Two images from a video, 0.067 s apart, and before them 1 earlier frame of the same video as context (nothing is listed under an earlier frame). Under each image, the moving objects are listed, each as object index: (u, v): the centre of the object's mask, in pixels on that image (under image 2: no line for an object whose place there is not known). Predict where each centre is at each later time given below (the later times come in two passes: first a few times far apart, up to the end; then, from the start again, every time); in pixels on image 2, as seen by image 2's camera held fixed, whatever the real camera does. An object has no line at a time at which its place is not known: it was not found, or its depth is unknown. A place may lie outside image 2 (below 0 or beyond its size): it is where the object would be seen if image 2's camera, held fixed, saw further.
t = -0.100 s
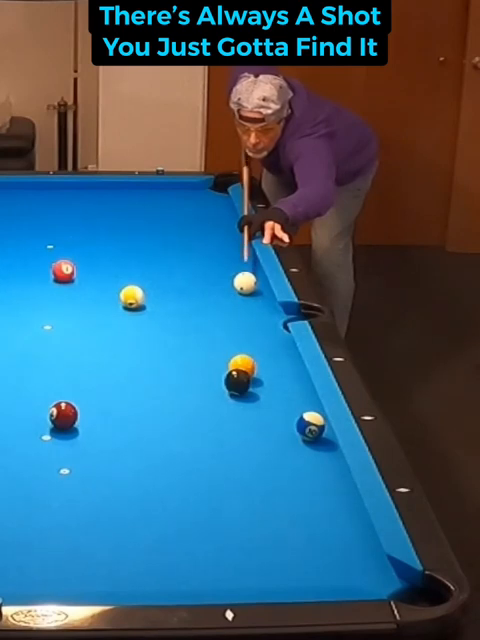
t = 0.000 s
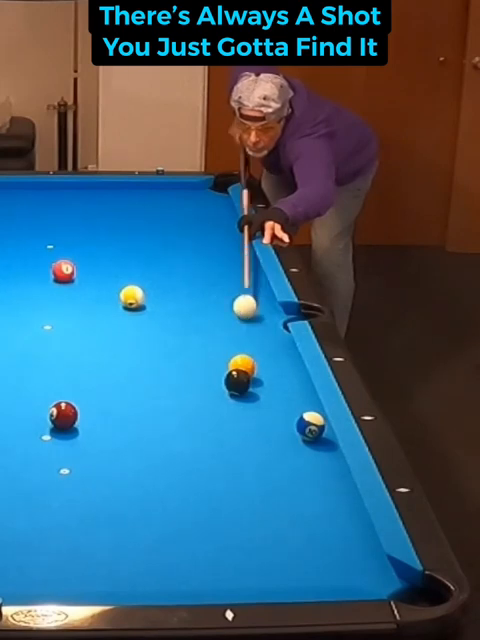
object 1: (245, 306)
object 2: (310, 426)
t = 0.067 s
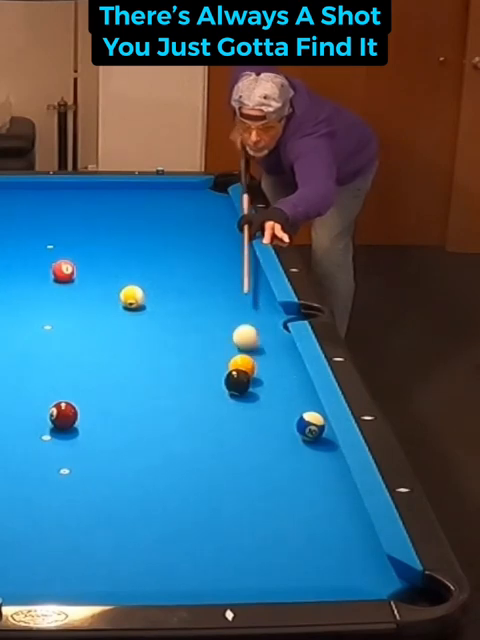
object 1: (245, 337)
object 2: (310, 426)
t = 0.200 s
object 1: (260, 360)
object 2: (310, 426)
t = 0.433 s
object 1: (287, 389)
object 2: (310, 426)
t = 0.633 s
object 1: (308, 411)
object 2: (314, 435)
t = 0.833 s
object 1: (310, 419)
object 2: (323, 459)
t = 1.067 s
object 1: (307, 426)
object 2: (335, 489)
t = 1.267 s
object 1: (304, 431)
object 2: (345, 516)
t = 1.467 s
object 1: (302, 435)
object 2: (357, 545)
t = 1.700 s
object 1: (299, 439)
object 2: (370, 576)
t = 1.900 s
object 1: (297, 441)
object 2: (395, 588)
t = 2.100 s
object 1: (296, 443)
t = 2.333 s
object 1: (295, 444)
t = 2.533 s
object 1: (296, 444)
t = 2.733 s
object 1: (296, 444)
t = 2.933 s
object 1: (296, 444)
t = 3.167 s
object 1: (296, 444)
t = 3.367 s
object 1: (296, 444)
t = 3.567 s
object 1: (296, 444)
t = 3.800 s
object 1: (296, 444)
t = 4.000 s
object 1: (296, 444)
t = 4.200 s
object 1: (296, 444)
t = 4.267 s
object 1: (296, 444)
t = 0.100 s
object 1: (246, 349)
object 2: (310, 426)
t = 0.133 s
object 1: (250, 354)
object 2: (310, 426)
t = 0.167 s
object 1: (256, 357)
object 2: (310, 426)
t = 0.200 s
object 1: (260, 360)
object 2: (310, 426)
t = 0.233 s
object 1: (263, 363)
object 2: (310, 426)
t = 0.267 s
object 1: (267, 367)
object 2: (310, 426)
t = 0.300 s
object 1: (271, 370)
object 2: (310, 426)
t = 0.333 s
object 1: (275, 374)
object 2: (310, 426)
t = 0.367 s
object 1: (279, 379)
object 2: (310, 426)
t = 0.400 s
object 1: (283, 384)
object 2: (310, 426)
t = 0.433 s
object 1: (287, 389)
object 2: (310, 426)
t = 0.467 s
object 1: (291, 395)
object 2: (310, 426)
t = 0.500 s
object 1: (295, 400)
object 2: (310, 426)
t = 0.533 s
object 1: (298, 404)
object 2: (310, 426)
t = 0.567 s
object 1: (302, 407)
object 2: (310, 426)
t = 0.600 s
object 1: (305, 409)
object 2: (312, 430)
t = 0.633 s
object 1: (308, 411)
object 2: (314, 435)
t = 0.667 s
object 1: (310, 414)
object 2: (316, 440)
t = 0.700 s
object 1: (311, 416)
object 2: (318, 444)
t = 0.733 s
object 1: (311, 417)
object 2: (319, 449)
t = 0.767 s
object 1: (311, 418)
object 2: (321, 453)
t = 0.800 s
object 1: (310, 419)
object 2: (322, 457)
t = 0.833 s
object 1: (310, 419)
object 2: (323, 459)
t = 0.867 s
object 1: (309, 420)
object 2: (325, 463)
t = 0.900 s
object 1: (309, 421)
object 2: (326, 468)
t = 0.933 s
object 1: (308, 422)
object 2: (328, 472)
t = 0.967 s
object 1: (308, 423)
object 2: (330, 476)
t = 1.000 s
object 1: (307, 424)
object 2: (332, 480)
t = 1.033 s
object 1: (307, 425)
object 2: (334, 485)
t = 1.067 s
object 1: (307, 426)
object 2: (335, 489)
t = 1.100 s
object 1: (306, 427)
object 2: (337, 495)
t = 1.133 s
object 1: (306, 428)
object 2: (339, 499)
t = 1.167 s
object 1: (305, 428)
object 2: (340, 503)
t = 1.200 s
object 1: (305, 429)
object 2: (342, 507)
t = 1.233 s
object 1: (304, 430)
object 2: (344, 512)
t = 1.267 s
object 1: (304, 431)
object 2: (345, 516)
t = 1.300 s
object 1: (304, 431)
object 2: (347, 521)
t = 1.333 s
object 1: (303, 432)
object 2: (349, 526)
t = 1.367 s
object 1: (303, 433)
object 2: (351, 531)
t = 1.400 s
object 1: (303, 434)
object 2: (353, 534)
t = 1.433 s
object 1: (302, 434)
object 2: (355, 540)
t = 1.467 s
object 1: (302, 435)
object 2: (357, 545)
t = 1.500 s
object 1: (302, 435)
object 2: (359, 550)
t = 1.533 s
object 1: (301, 436)
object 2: (361, 555)
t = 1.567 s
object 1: (301, 437)
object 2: (362, 559)
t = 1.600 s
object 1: (301, 437)
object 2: (364, 563)
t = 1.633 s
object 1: (300, 438)
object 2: (366, 568)
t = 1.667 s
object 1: (300, 438)
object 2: (367, 571)
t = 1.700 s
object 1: (299, 439)
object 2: (370, 576)
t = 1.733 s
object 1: (299, 439)
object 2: (372, 580)
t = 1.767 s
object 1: (299, 440)
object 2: (375, 582)
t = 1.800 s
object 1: (298, 440)
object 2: (380, 583)
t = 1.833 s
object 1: (298, 440)
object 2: (384, 584)
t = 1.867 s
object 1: (298, 441)
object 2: (388, 585)
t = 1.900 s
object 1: (297, 441)
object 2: (395, 588)
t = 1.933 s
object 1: (297, 441)
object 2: (401, 593)
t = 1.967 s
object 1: (297, 442)
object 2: (408, 600)
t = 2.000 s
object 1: (297, 442)
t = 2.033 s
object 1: (296, 442)
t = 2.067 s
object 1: (296, 442)
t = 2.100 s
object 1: (296, 443)
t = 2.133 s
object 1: (295, 443)
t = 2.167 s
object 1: (295, 443)
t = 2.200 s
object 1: (295, 443)
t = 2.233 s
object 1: (295, 444)
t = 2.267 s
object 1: (295, 444)
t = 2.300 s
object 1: (295, 444)
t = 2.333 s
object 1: (295, 444)
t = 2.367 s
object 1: (295, 444)
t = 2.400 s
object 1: (295, 444)
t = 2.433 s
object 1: (295, 444)
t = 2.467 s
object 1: (295, 444)
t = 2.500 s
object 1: (296, 444)
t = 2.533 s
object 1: (296, 444)
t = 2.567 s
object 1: (296, 444)
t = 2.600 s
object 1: (296, 444)
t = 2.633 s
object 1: (296, 444)
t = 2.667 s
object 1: (296, 444)
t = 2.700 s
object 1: (296, 444)
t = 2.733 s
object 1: (296, 444)
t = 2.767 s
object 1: (296, 444)
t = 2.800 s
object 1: (296, 444)
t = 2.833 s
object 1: (296, 444)
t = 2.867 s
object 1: (296, 444)
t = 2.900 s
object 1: (296, 444)
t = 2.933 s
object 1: (296, 444)
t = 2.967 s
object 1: (296, 444)
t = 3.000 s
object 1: (296, 444)
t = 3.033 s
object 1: (296, 444)
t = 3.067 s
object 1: (296, 444)
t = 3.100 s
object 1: (296, 444)
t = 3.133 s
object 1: (296, 444)
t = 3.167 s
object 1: (296, 444)
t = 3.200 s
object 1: (296, 444)
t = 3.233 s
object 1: (296, 444)
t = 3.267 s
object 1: (296, 444)
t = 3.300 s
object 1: (296, 444)
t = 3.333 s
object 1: (296, 444)
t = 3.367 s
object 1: (296, 444)
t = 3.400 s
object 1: (296, 444)
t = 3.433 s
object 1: (296, 444)
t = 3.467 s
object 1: (296, 444)
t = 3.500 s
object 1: (296, 444)
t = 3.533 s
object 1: (296, 444)
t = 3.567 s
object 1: (296, 444)
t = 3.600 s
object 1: (296, 444)
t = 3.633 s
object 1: (296, 444)
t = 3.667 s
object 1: (296, 444)
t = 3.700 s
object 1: (296, 444)
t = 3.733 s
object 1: (296, 444)
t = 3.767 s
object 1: (296, 444)
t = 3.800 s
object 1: (296, 444)
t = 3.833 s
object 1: (296, 444)
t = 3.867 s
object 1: (296, 444)
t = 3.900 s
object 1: (296, 444)
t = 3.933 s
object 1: (296, 444)
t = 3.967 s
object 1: (296, 444)
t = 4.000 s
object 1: (296, 444)
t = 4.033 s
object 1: (296, 444)
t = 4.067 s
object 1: (296, 444)
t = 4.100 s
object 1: (296, 444)
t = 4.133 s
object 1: (296, 444)
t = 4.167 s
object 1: (296, 444)
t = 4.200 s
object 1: (296, 444)
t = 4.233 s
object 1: (296, 444)
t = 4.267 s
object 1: (296, 444)
